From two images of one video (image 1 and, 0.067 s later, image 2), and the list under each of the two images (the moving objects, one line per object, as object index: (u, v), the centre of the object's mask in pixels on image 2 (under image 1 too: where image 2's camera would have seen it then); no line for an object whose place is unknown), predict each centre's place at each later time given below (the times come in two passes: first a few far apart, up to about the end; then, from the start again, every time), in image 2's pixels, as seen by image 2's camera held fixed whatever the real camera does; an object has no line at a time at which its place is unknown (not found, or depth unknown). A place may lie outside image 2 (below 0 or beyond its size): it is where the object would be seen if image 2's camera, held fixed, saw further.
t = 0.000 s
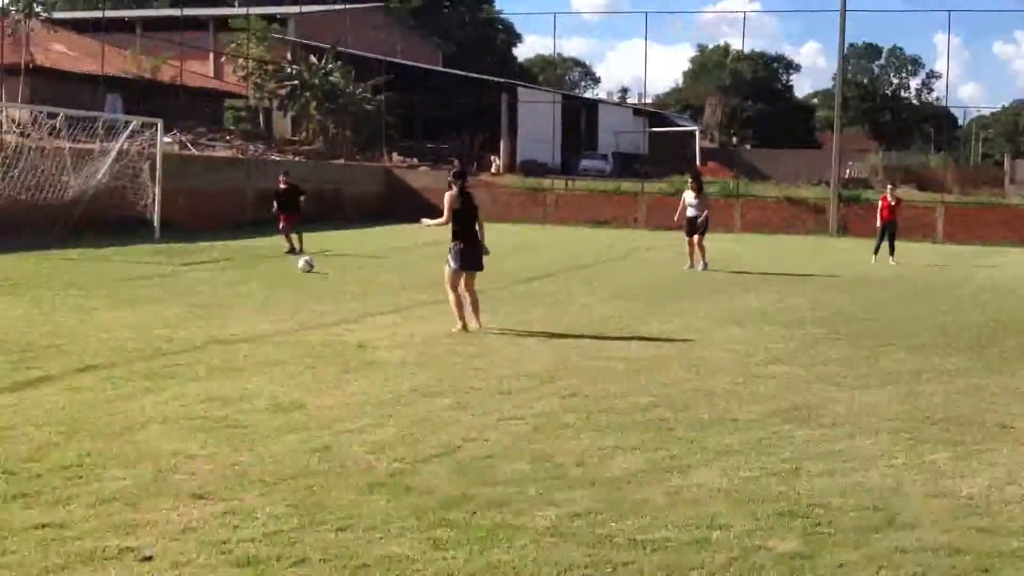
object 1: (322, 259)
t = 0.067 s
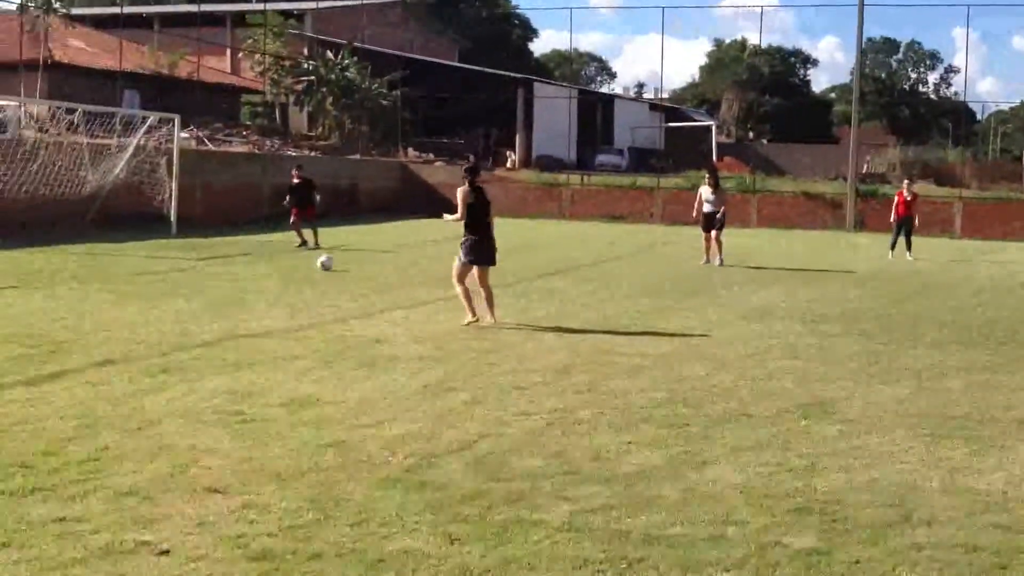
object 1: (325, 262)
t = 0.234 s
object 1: (333, 266)
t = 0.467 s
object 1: (345, 280)
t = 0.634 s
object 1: (354, 287)
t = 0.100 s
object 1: (327, 265)
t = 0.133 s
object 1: (328, 266)
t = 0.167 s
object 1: (330, 266)
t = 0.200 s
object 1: (332, 265)
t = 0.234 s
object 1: (333, 266)
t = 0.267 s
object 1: (335, 266)
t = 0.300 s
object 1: (337, 267)
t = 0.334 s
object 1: (338, 271)
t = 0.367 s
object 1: (340, 275)
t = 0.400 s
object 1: (342, 279)
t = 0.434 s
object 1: (344, 280)
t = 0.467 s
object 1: (345, 280)
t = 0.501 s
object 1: (348, 278)
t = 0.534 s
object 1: (349, 278)
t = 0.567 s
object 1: (351, 279)
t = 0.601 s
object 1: (352, 283)
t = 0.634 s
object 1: (354, 287)
